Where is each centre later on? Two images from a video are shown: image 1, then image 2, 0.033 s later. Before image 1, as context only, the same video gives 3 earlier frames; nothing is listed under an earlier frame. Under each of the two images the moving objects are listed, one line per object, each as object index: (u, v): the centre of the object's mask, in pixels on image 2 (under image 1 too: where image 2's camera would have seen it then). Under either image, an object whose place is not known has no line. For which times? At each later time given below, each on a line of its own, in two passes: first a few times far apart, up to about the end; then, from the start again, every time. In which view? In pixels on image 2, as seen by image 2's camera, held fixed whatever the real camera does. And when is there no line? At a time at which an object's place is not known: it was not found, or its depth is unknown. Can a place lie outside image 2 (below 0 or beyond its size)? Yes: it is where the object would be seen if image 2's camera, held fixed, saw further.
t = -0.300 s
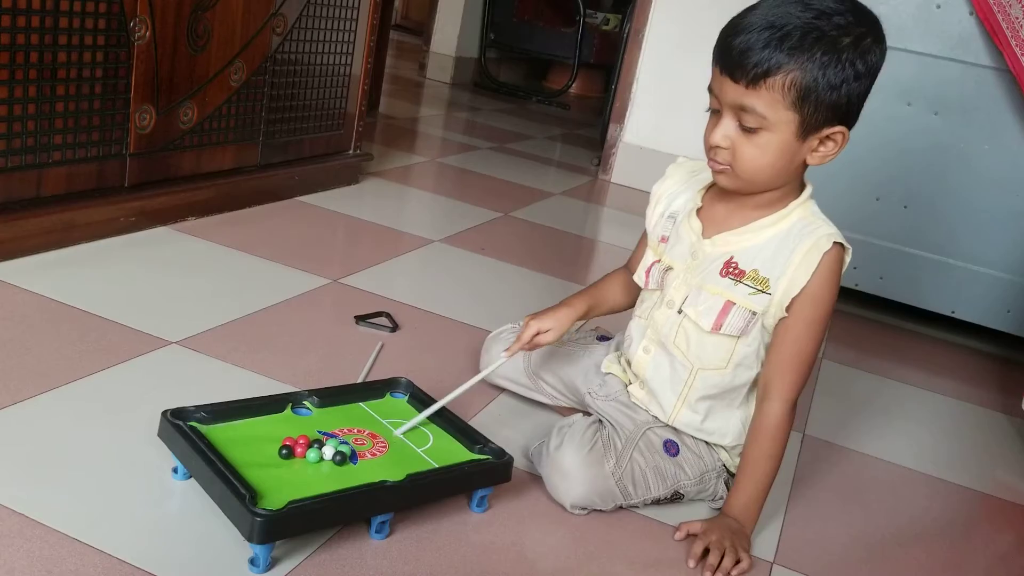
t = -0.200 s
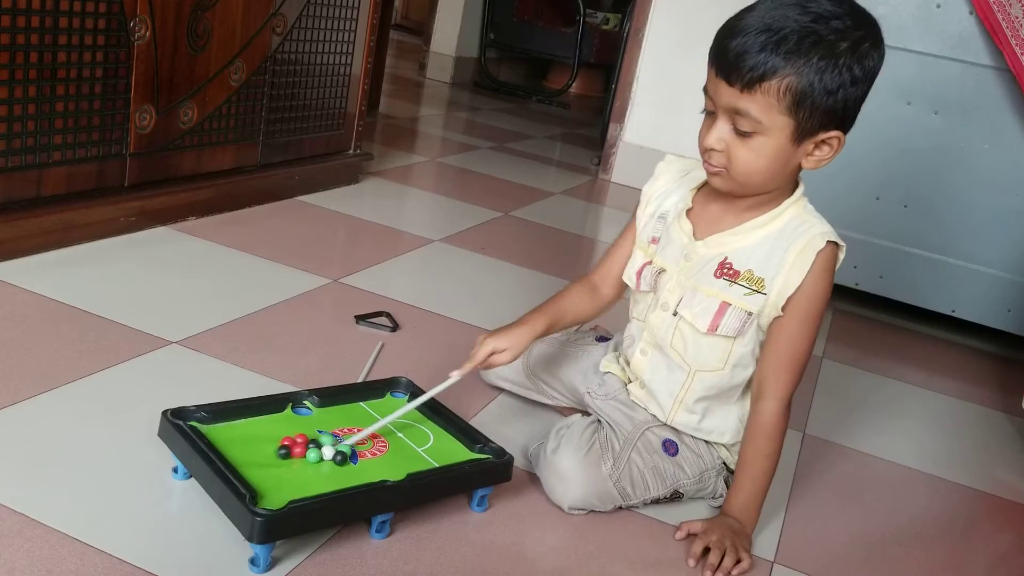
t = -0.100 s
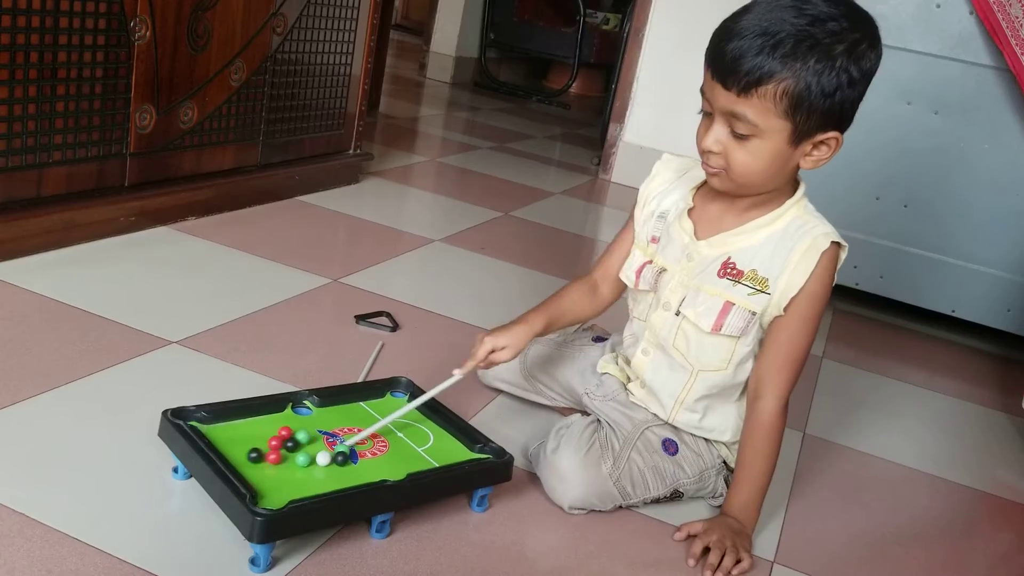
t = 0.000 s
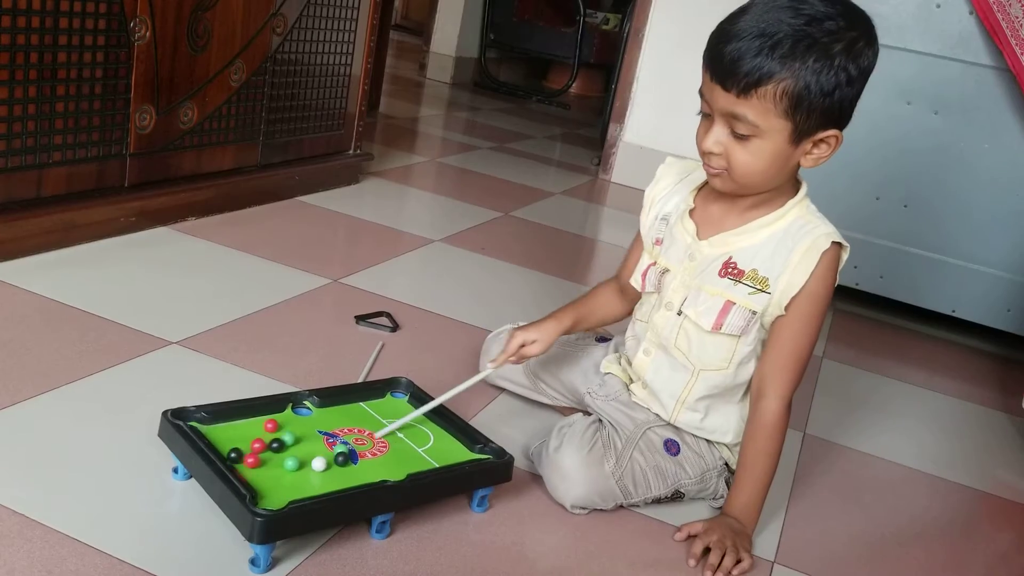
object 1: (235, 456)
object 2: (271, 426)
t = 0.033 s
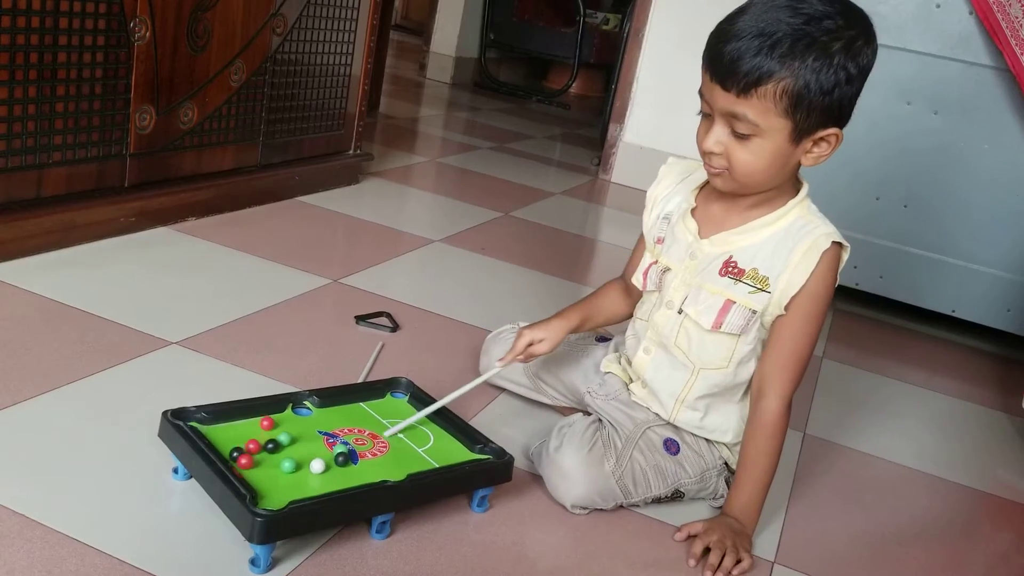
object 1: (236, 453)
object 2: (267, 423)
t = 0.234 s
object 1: (237, 454)
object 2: (251, 416)
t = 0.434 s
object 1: (237, 455)
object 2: (244, 421)
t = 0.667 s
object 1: (245, 450)
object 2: (237, 431)
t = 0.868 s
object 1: (254, 448)
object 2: (237, 430)
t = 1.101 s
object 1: (256, 454)
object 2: (243, 429)
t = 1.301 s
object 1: (259, 456)
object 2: (243, 432)
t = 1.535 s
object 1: (262, 450)
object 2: (242, 429)
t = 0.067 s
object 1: (237, 451)
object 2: (263, 420)
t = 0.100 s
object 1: (235, 452)
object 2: (259, 418)
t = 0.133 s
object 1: (236, 452)
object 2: (255, 416)
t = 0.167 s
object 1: (237, 453)
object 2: (252, 415)
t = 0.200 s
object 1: (238, 453)
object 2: (252, 416)
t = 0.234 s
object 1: (237, 454)
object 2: (251, 416)
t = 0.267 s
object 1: (237, 454)
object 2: (250, 416)
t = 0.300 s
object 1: (237, 455)
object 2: (249, 417)
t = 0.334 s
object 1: (237, 455)
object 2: (248, 418)
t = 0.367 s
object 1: (237, 456)
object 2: (246, 419)
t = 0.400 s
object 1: (237, 455)
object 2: (245, 420)
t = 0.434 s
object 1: (237, 455)
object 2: (244, 421)
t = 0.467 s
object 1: (238, 455)
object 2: (242, 422)
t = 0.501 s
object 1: (239, 454)
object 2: (241, 423)
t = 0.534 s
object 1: (240, 453)
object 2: (239, 425)
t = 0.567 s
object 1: (241, 453)
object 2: (238, 427)
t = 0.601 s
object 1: (243, 452)
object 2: (237, 429)
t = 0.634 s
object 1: (244, 451)
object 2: (238, 430)
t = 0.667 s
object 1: (245, 450)
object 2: (237, 431)
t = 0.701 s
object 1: (247, 450)
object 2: (236, 431)
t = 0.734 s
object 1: (248, 449)
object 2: (236, 431)
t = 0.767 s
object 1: (249, 449)
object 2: (236, 431)
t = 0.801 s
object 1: (251, 448)
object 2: (236, 431)
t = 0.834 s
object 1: (252, 448)
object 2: (236, 430)
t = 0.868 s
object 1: (254, 448)
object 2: (237, 430)
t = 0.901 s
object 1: (255, 449)
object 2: (237, 429)
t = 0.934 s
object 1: (257, 449)
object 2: (238, 429)
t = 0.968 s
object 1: (257, 450)
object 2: (239, 428)
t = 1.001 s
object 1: (257, 451)
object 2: (240, 428)
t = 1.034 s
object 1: (257, 452)
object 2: (241, 428)
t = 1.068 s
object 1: (256, 453)
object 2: (242, 428)
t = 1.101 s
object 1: (256, 454)
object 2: (243, 429)
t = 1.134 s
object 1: (257, 455)
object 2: (244, 430)
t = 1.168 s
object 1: (257, 455)
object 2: (244, 430)
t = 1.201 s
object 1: (258, 456)
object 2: (244, 431)
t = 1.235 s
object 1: (258, 456)
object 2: (243, 432)
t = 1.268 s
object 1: (259, 456)
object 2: (243, 432)
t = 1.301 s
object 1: (259, 456)
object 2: (243, 432)
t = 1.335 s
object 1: (260, 455)
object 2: (243, 431)
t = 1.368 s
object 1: (261, 454)
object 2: (243, 431)
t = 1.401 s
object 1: (261, 453)
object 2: (243, 431)
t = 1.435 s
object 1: (261, 452)
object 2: (242, 430)
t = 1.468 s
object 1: (262, 452)
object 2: (242, 430)
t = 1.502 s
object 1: (262, 451)
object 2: (242, 429)
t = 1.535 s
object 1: (262, 450)
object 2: (242, 429)
